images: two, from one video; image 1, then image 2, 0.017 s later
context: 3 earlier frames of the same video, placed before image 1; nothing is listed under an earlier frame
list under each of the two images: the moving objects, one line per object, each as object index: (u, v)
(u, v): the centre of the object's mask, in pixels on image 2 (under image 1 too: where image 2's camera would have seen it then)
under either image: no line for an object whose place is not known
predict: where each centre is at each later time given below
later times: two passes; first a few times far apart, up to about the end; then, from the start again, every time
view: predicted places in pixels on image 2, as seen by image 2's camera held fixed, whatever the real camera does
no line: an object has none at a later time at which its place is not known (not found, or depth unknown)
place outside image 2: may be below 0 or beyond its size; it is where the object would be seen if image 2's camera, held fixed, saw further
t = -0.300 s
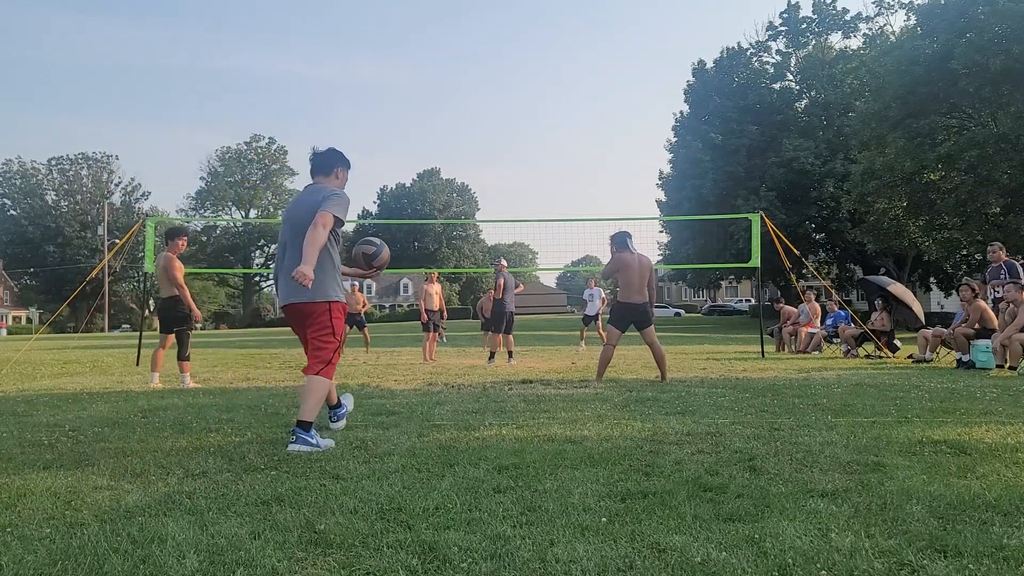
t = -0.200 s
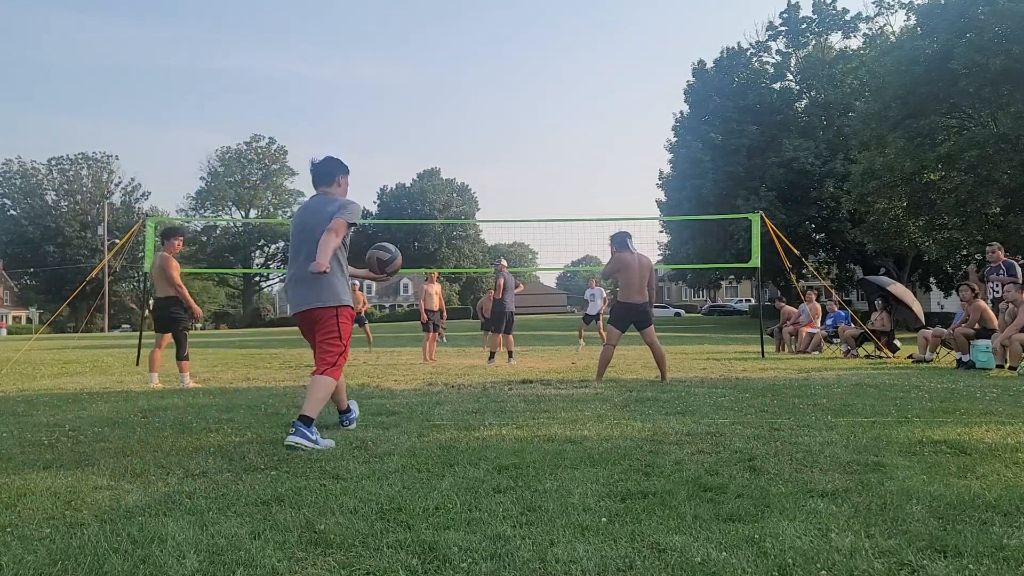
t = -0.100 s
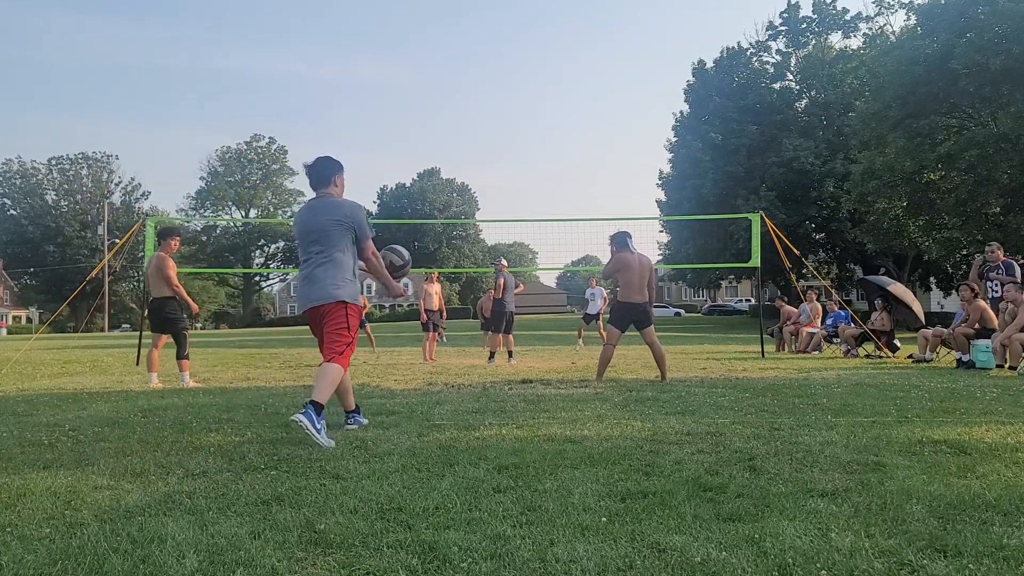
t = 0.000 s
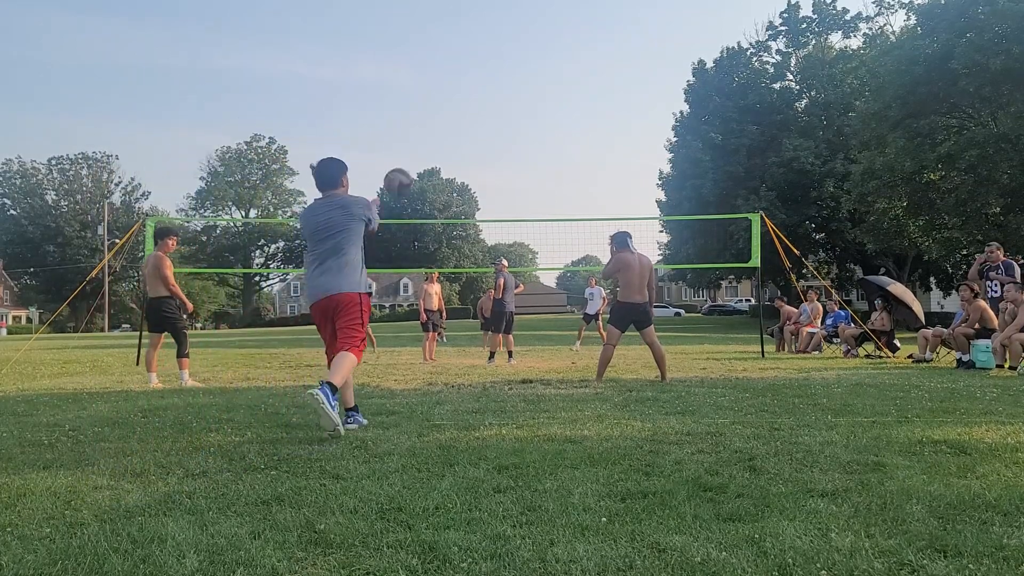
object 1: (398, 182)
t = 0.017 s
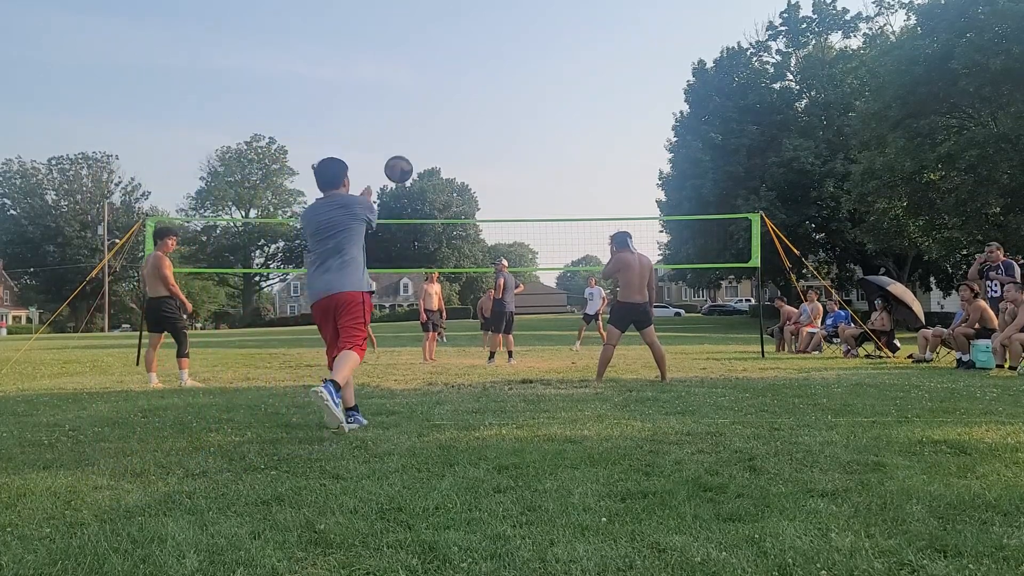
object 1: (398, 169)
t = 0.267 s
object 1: (403, 73)
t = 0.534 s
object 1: (407, 72)
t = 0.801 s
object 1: (413, 117)
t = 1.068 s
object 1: (425, 181)
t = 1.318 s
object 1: (430, 254)
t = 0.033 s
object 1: (399, 157)
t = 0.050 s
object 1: (399, 147)
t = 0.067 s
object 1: (400, 137)
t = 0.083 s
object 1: (400, 128)
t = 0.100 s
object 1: (400, 120)
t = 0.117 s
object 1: (400, 112)
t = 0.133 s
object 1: (401, 105)
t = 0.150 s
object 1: (401, 99)
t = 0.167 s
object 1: (401, 94)
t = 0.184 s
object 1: (401, 89)
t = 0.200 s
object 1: (401, 85)
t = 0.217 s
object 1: (402, 81)
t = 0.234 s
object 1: (402, 78)
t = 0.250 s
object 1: (402, 75)
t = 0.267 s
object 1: (403, 73)
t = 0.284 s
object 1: (403, 70)
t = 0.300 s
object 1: (403, 69)
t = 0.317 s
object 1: (404, 67)
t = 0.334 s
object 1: (404, 66)
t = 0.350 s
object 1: (404, 65)
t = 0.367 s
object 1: (404, 65)
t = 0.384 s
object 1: (405, 64)
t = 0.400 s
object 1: (405, 64)
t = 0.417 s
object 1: (405, 64)
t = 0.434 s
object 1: (405, 65)
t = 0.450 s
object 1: (406, 65)
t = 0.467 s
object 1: (406, 66)
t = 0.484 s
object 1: (406, 67)
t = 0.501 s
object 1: (406, 69)
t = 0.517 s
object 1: (406, 70)
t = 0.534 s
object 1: (407, 72)
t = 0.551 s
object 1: (407, 74)
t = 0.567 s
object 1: (408, 76)
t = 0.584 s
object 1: (408, 78)
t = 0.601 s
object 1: (408, 81)
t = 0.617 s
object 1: (409, 83)
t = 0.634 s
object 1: (409, 85)
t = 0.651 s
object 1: (409, 88)
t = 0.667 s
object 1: (410, 91)
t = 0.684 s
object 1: (410, 94)
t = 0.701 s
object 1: (411, 97)
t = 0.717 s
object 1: (411, 100)
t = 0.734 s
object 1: (411, 103)
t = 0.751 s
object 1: (412, 106)
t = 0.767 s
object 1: (412, 110)
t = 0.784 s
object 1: (413, 113)
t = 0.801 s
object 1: (413, 117)
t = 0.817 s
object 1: (414, 121)
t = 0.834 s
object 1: (415, 124)
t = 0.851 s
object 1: (415, 128)
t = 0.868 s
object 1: (416, 132)
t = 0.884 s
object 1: (417, 136)
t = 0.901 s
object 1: (417, 140)
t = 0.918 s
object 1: (418, 144)
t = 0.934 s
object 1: (419, 148)
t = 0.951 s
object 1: (419, 152)
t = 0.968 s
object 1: (420, 156)
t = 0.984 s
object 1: (421, 160)
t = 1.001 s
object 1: (421, 165)
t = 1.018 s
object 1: (421, 168)
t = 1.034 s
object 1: (422, 173)
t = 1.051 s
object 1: (426, 175)
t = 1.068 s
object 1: (425, 181)
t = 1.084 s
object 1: (427, 185)
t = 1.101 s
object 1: (427, 189)
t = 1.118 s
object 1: (428, 193)
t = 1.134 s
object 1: (428, 200)
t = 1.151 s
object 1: (428, 205)
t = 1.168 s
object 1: (428, 209)
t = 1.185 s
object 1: (429, 214)
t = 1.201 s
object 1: (428, 217)
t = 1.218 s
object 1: (430, 226)
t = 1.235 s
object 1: (429, 229)
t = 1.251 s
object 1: (429, 235)
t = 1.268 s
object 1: (429, 239)
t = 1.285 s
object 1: (430, 245)
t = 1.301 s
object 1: (430, 249)
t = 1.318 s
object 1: (430, 254)
